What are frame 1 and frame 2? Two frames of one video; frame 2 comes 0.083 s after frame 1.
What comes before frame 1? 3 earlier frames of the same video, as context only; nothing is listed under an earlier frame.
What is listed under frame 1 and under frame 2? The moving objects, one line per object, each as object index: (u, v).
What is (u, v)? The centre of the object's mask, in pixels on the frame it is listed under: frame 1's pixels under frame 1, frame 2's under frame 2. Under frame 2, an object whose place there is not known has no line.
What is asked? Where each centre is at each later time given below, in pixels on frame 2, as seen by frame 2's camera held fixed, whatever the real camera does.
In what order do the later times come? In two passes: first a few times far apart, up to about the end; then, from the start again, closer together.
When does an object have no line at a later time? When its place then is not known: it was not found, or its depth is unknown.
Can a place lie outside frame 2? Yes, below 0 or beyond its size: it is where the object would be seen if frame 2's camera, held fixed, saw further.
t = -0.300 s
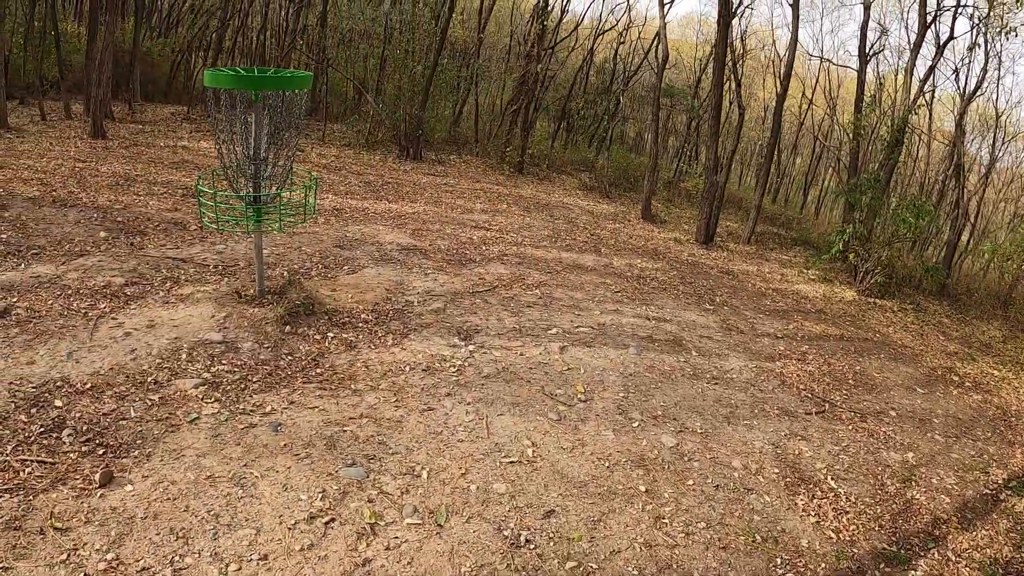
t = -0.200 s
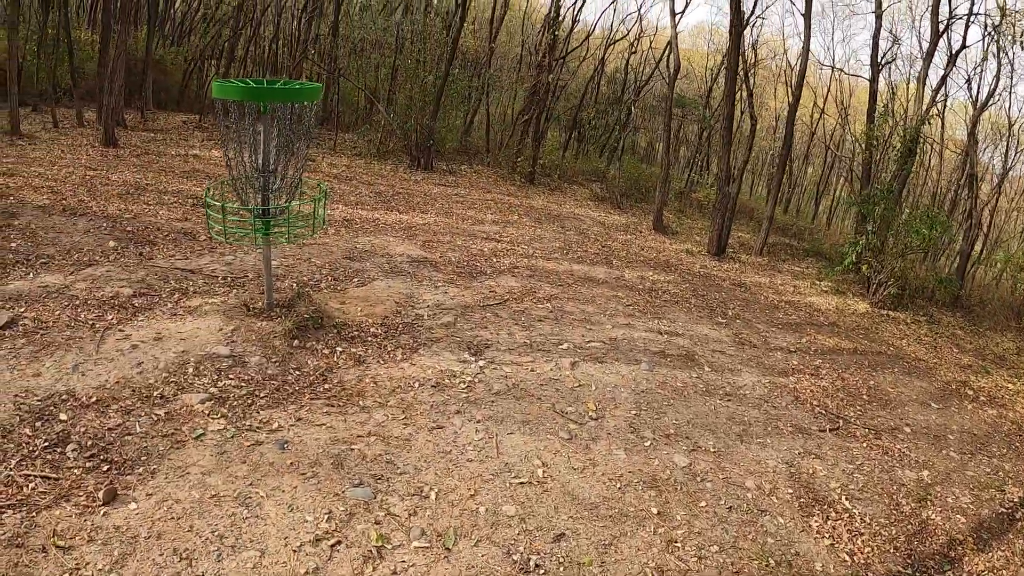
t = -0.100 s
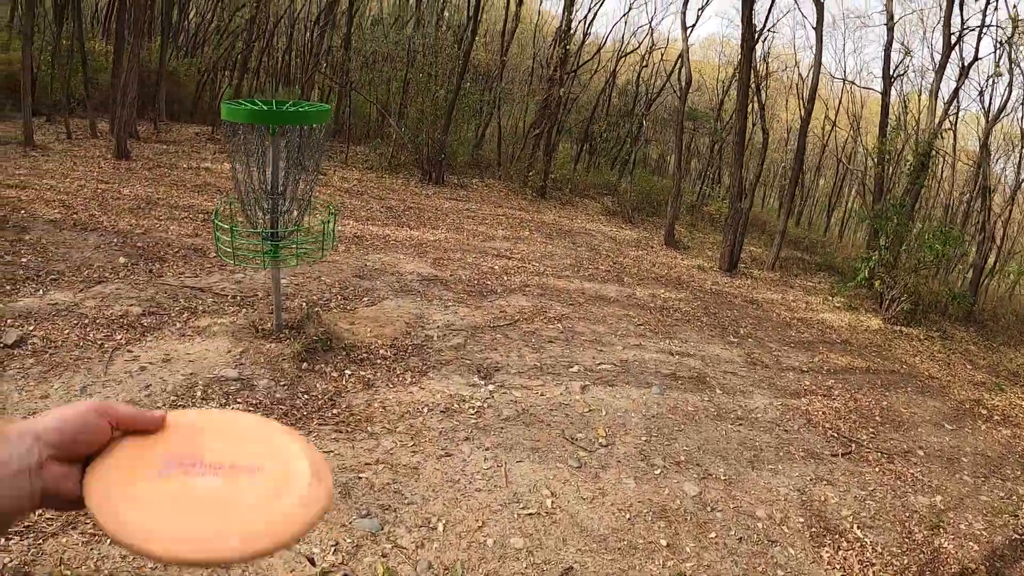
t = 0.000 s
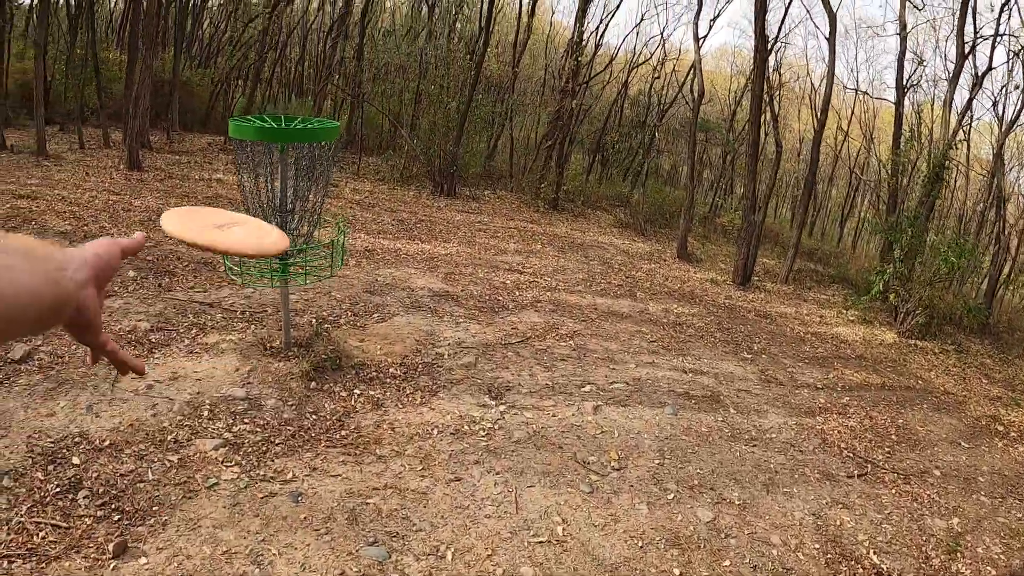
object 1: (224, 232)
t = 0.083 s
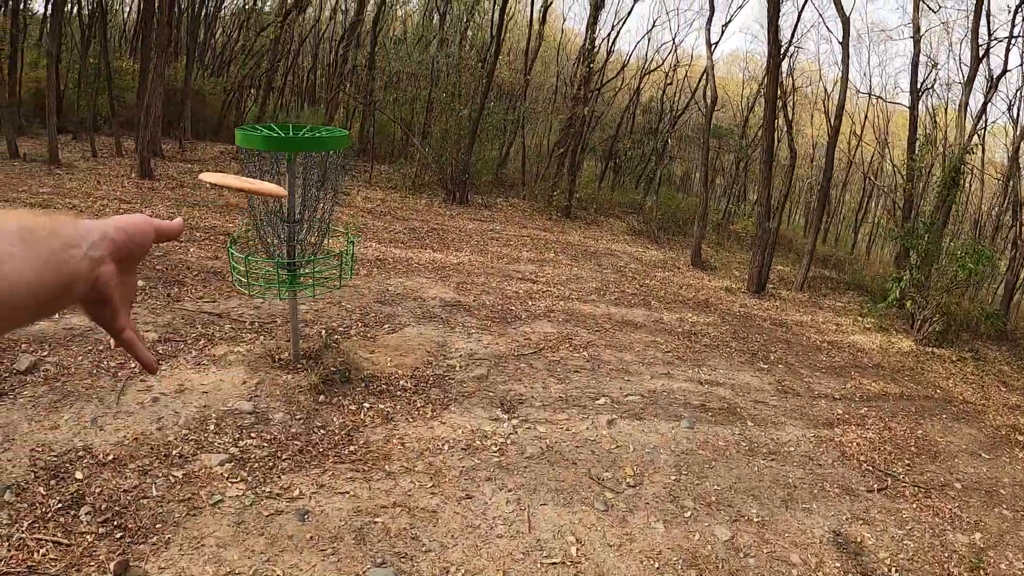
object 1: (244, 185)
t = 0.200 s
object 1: (255, 181)
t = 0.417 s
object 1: (269, 210)
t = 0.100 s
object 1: (246, 181)
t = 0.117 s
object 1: (247, 178)
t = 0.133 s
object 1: (249, 177)
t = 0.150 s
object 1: (251, 177)
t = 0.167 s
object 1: (253, 178)
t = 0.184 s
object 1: (254, 179)
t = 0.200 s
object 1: (255, 181)
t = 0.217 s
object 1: (257, 182)
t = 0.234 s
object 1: (259, 184)
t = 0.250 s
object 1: (261, 187)
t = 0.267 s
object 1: (262, 189)
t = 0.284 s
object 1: (264, 192)
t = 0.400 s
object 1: (270, 207)
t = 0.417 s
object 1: (269, 210)
